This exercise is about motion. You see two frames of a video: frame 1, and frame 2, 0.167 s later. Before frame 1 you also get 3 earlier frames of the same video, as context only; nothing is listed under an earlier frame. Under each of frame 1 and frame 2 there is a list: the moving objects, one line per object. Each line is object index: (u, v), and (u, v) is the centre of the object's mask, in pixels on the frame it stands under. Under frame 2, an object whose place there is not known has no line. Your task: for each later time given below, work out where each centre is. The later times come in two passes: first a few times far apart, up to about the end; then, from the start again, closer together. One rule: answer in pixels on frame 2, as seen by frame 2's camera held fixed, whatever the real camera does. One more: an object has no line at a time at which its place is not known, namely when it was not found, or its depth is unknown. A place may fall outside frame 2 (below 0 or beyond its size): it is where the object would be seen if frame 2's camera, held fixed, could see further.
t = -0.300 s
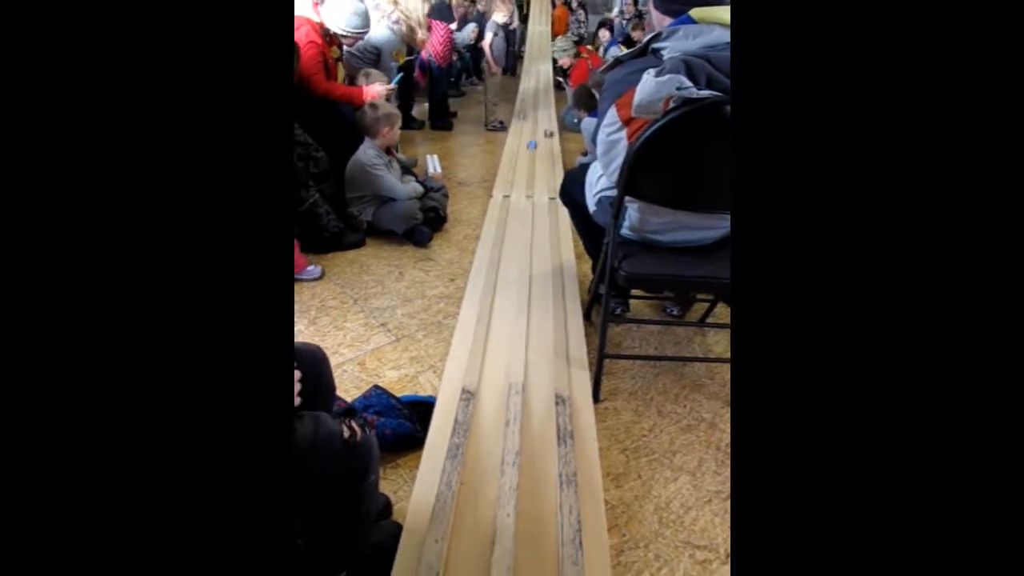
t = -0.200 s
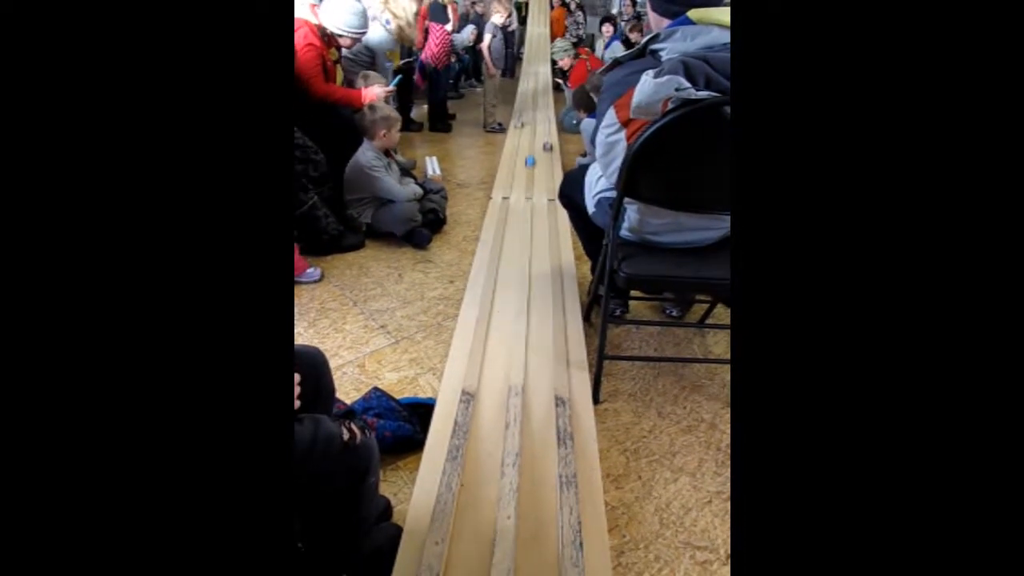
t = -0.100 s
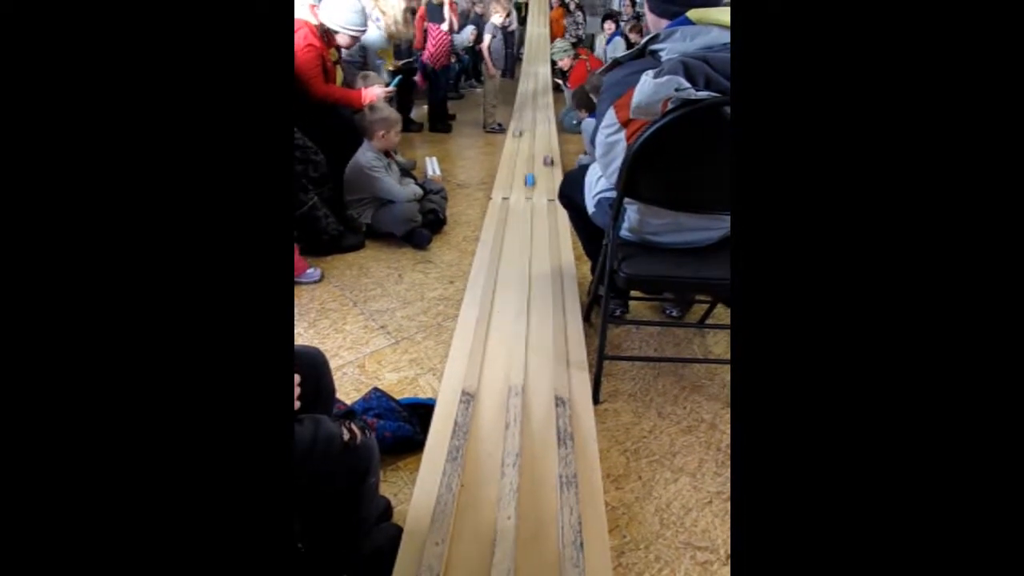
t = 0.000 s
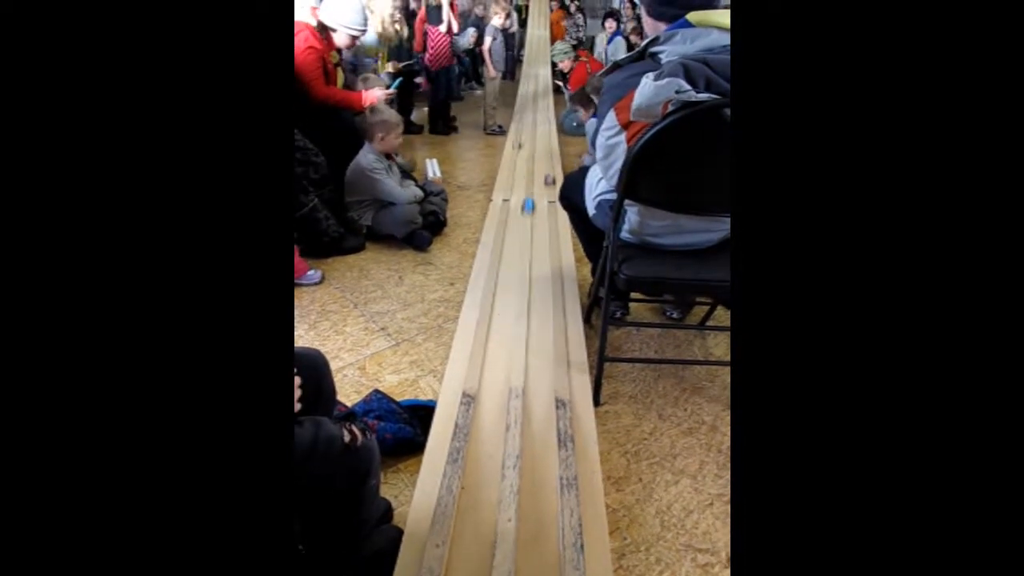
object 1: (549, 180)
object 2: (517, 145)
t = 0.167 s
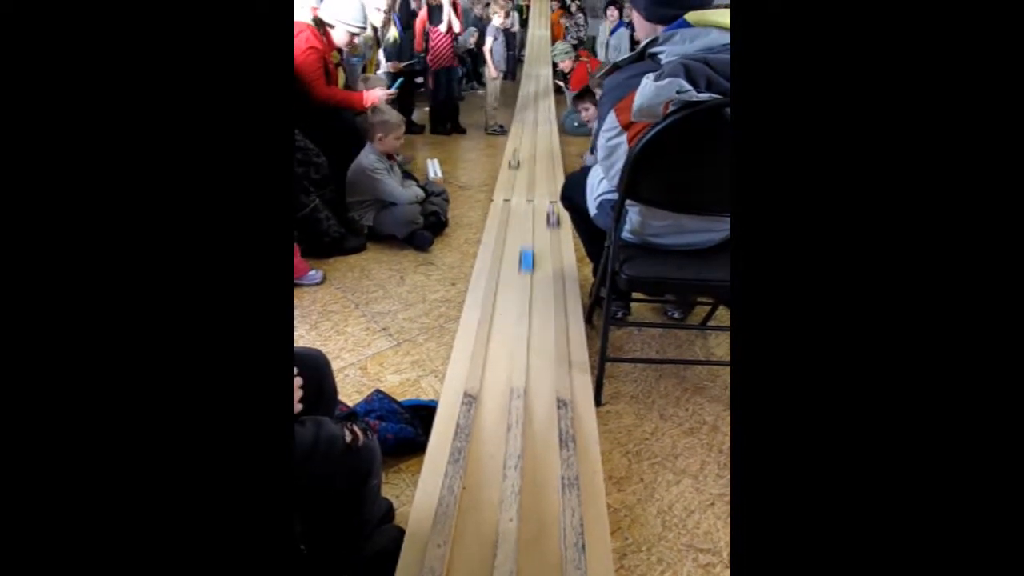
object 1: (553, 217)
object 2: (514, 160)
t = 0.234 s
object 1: (554, 240)
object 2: (512, 170)
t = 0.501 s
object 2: (504, 214)
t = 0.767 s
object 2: (491, 281)
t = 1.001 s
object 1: (577, 553)
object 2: (472, 384)
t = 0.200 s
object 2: (513, 164)
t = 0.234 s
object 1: (554, 240)
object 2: (512, 170)
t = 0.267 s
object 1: (555, 251)
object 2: (511, 175)
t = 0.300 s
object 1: (556, 264)
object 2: (510, 179)
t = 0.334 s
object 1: (557, 277)
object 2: (510, 183)
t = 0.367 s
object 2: (508, 188)
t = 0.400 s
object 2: (507, 194)
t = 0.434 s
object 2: (506, 200)
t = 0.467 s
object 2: (505, 209)
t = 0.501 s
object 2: (504, 214)
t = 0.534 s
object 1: (565, 410)
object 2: (503, 218)
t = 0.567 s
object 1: (568, 440)
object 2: (503, 223)
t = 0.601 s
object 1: (571, 472)
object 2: (500, 235)
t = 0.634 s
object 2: (499, 242)
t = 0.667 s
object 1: (576, 545)
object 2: (497, 252)
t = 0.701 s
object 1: (578, 565)
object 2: (495, 261)
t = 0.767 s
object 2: (491, 281)
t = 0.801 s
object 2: (489, 293)
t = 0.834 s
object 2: (487, 306)
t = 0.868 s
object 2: (484, 320)
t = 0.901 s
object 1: (576, 573)
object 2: (481, 335)
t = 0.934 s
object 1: (578, 565)
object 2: (478, 355)
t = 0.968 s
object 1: (577, 558)
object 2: (475, 370)
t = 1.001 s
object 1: (577, 553)
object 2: (472, 384)
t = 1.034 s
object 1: (576, 549)
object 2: (468, 407)
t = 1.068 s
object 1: (576, 547)
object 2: (463, 428)
